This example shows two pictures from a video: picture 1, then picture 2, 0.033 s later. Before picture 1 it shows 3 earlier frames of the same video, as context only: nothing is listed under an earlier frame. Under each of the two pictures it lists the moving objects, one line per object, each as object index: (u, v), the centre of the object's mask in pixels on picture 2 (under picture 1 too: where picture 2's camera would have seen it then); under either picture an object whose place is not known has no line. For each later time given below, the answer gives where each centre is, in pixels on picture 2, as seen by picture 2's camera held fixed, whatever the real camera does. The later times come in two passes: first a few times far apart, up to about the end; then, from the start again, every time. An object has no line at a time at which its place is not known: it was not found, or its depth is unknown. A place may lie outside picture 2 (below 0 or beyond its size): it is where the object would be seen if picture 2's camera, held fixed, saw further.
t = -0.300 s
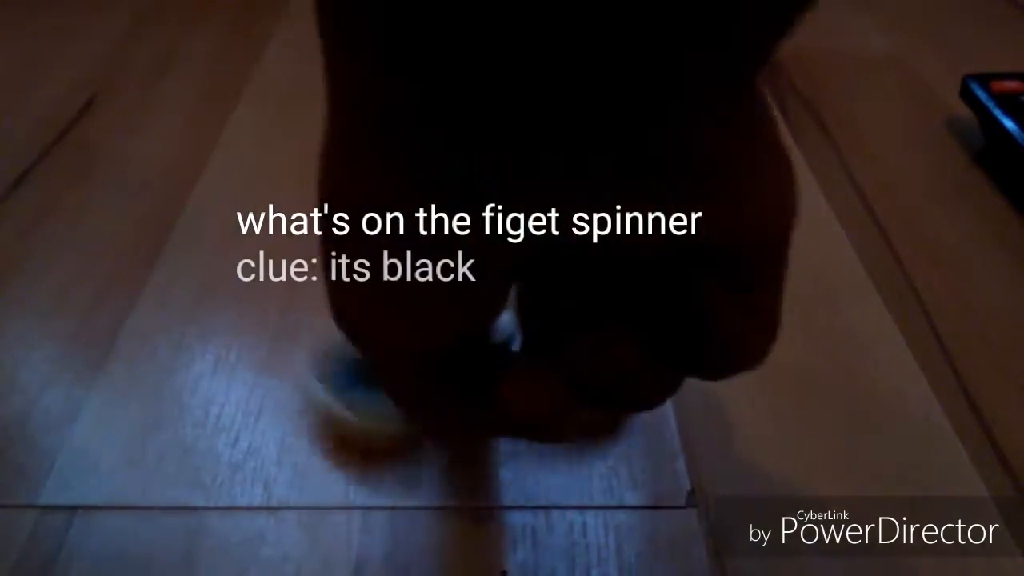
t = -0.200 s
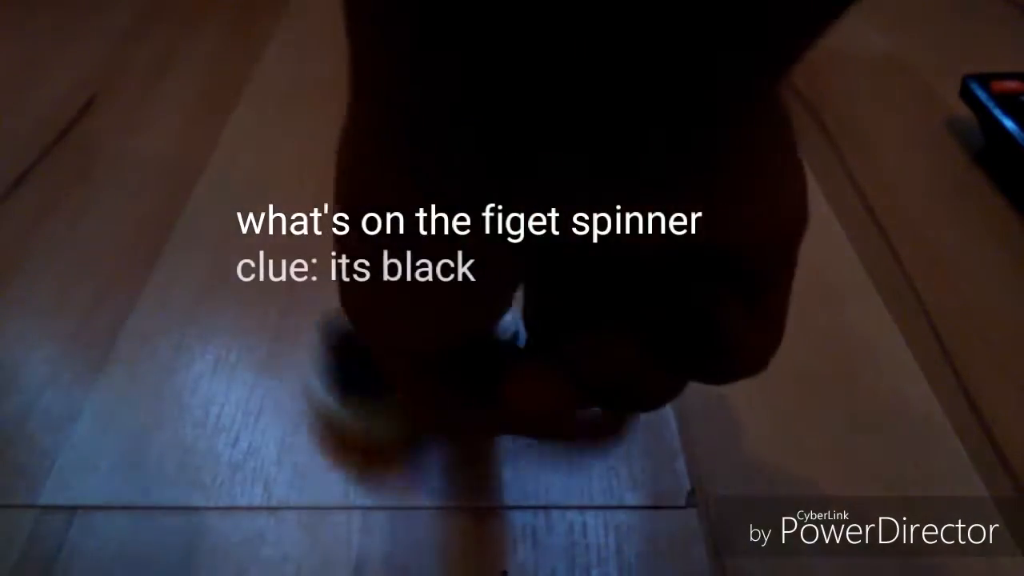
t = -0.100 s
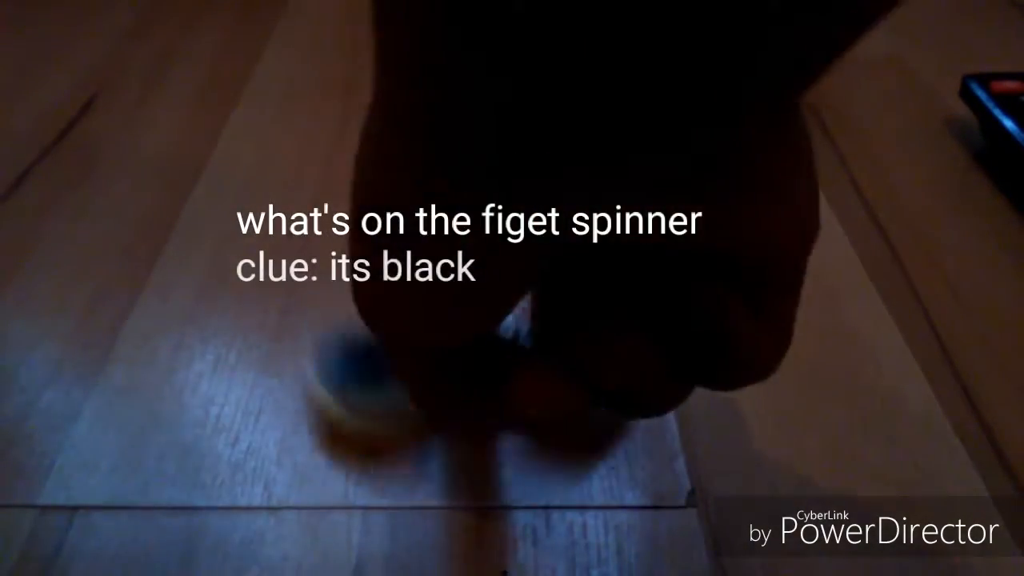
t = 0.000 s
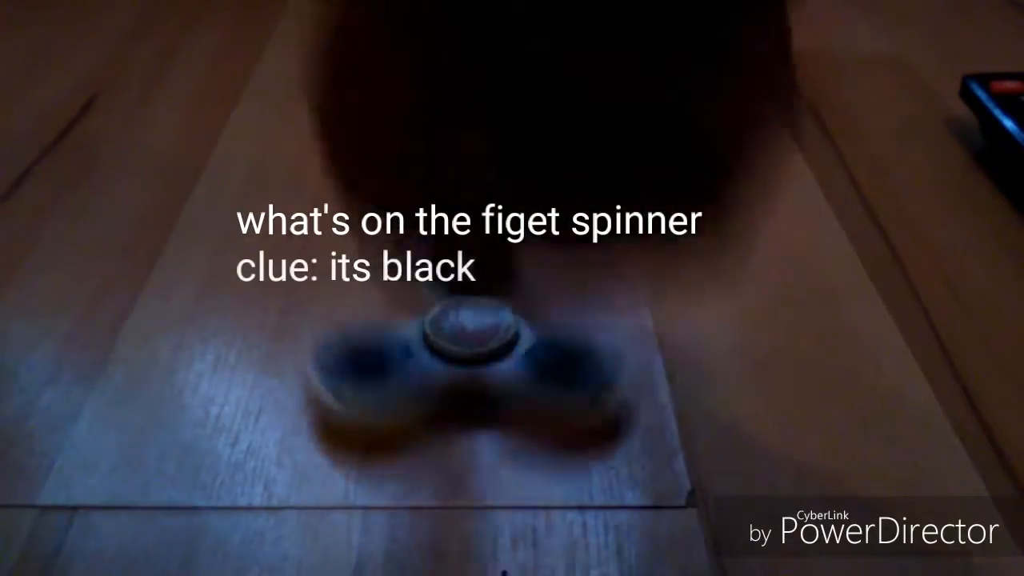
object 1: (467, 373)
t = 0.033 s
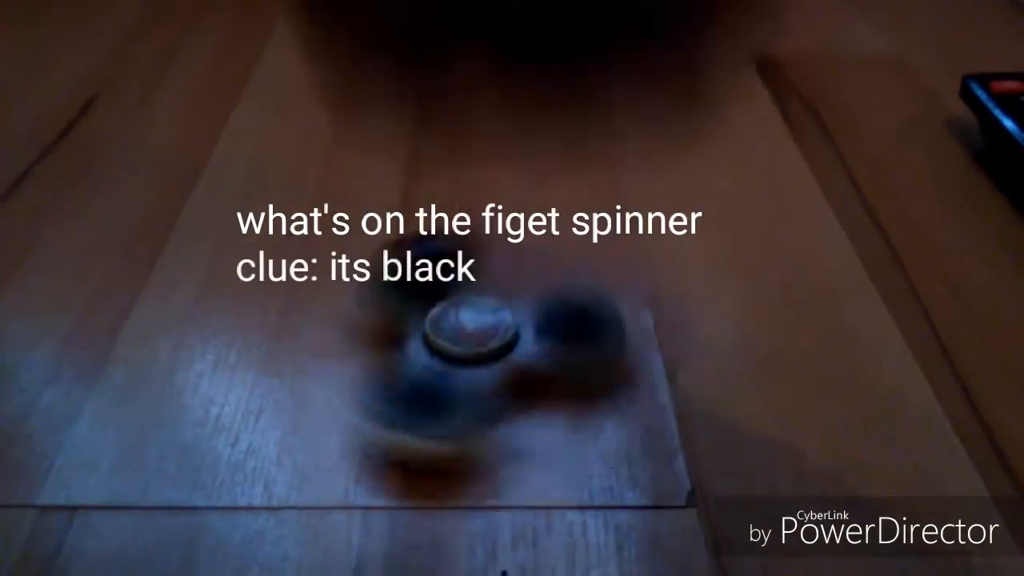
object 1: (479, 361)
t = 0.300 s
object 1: (476, 356)
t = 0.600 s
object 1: (474, 354)
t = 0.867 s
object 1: (480, 362)
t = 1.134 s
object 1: (468, 364)
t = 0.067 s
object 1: (471, 351)
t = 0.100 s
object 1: (463, 365)
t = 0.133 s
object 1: (478, 365)
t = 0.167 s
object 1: (473, 354)
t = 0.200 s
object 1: (470, 360)
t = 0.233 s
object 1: (482, 364)
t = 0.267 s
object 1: (478, 353)
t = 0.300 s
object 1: (476, 356)
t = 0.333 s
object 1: (476, 367)
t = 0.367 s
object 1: (469, 349)
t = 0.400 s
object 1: (464, 354)
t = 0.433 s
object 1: (468, 367)
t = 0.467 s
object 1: (474, 356)
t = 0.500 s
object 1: (469, 357)
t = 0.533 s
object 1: (477, 363)
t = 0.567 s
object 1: (478, 355)
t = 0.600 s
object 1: (474, 354)
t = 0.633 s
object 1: (472, 357)
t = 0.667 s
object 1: (468, 351)
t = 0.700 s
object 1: (468, 354)
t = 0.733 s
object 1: (464, 366)
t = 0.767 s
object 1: (473, 362)
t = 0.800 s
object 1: (469, 356)
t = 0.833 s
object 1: (472, 361)
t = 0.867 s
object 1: (480, 362)
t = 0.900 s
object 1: (478, 354)
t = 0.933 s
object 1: (472, 357)
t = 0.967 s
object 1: (473, 367)
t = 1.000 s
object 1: (468, 350)
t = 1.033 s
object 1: (464, 354)
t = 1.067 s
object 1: (470, 367)
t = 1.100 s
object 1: (471, 359)
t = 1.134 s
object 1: (468, 364)
